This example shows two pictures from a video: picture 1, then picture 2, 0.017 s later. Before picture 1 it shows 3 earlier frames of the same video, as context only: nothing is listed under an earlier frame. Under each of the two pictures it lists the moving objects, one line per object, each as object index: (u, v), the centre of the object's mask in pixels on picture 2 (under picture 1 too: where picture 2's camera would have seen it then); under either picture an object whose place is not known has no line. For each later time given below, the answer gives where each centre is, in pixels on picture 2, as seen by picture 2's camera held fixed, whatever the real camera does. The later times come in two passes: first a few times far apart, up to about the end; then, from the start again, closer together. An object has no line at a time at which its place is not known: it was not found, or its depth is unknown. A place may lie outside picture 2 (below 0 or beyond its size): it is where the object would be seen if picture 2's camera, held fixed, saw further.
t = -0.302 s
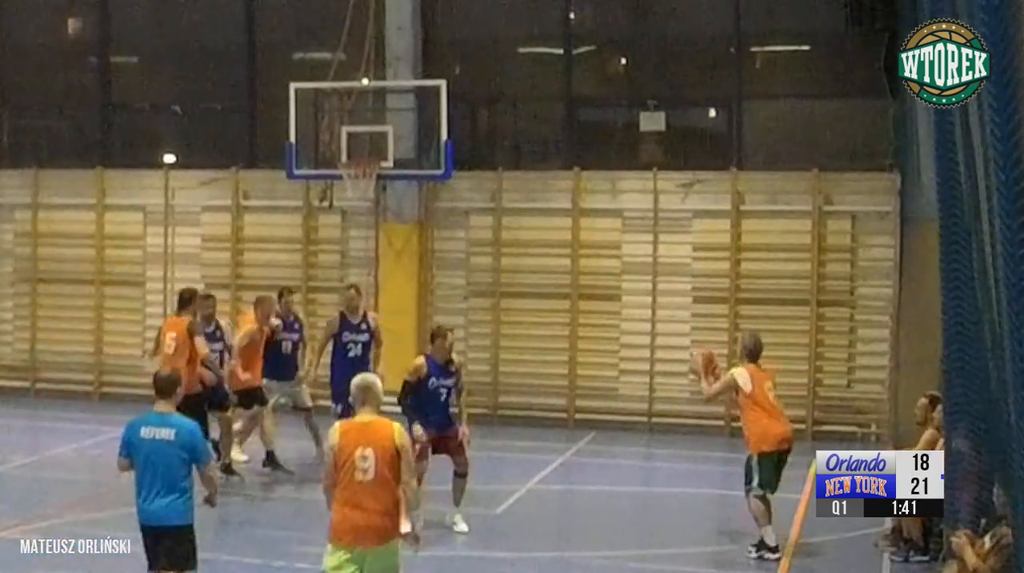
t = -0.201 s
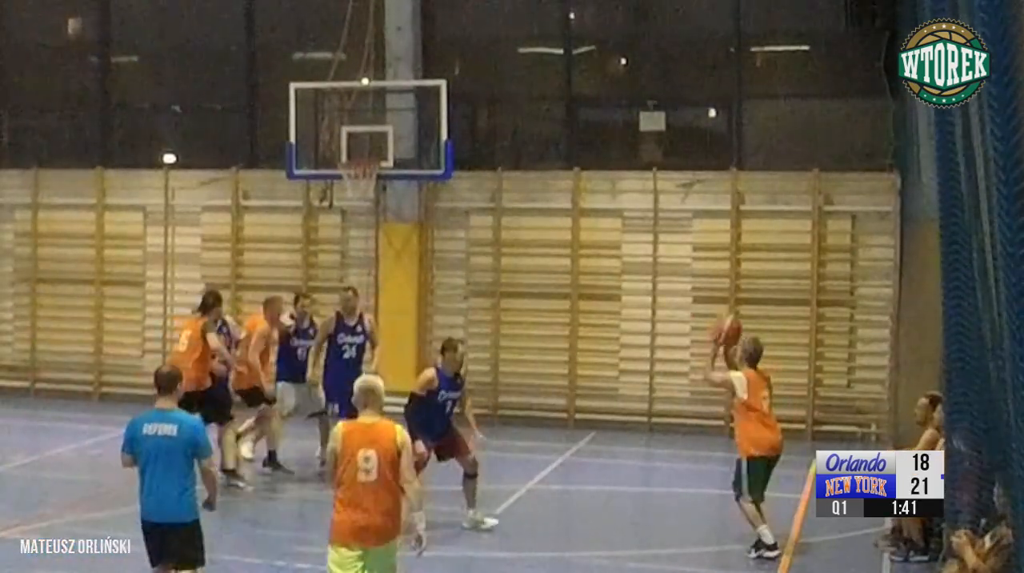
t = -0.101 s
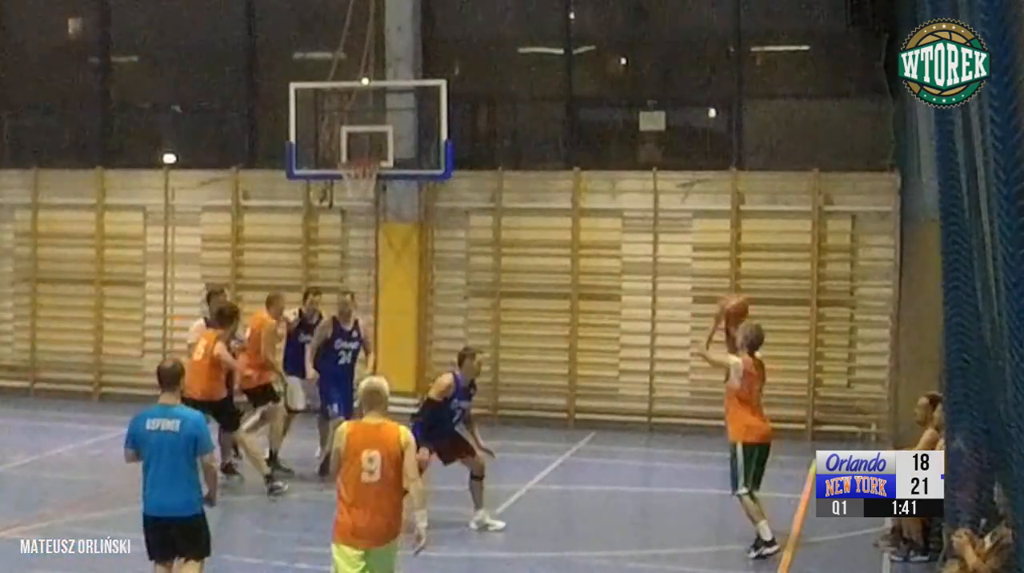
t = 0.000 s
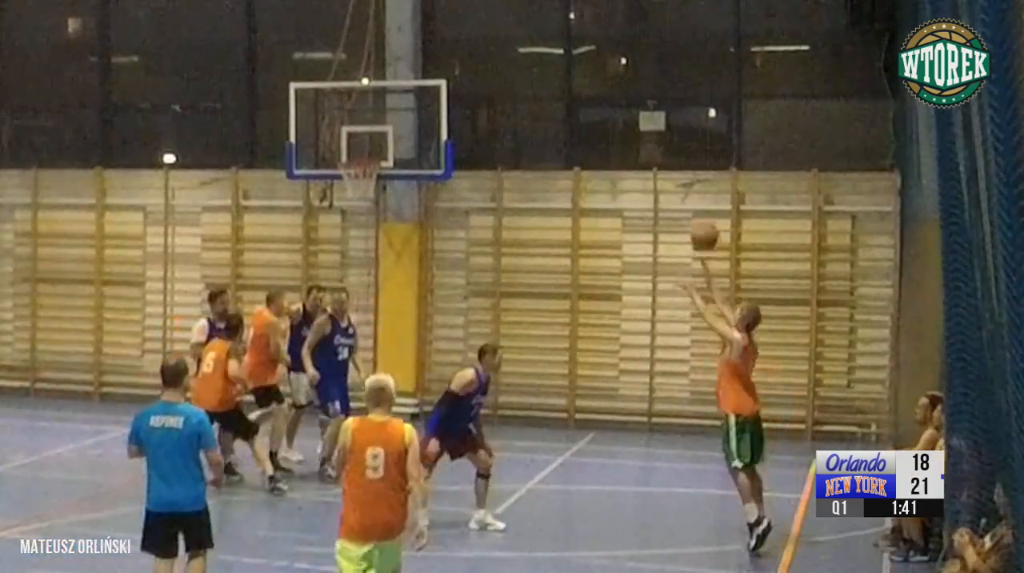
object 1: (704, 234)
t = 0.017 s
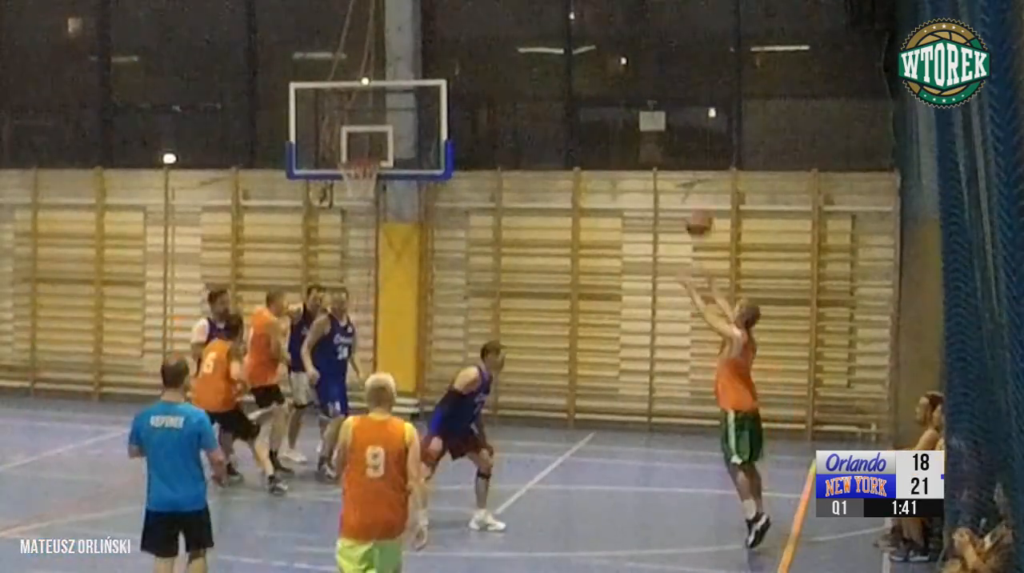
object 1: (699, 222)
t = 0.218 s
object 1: (623, 97)
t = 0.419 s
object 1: (556, 27)
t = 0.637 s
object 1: (493, 7)
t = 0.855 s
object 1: (436, 35)
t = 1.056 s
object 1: (389, 94)
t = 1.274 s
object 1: (348, 179)
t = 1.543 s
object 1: (336, 258)
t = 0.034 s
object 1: (692, 210)
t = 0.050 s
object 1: (685, 196)
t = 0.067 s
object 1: (680, 185)
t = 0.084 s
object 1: (674, 173)
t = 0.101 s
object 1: (666, 160)
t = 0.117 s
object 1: (662, 150)
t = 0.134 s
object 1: (656, 142)
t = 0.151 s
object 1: (649, 133)
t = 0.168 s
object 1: (641, 121)
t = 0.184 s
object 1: (636, 114)
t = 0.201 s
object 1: (629, 106)
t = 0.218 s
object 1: (623, 97)
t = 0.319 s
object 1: (589, 56)
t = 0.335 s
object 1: (581, 48)
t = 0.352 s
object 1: (577, 44)
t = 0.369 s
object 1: (572, 38)
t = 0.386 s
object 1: (565, 34)
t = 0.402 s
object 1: (561, 30)
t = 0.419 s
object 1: (556, 27)
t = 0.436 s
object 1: (550, 23)
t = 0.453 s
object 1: (545, 21)
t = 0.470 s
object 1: (541, 18)
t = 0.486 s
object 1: (536, 16)
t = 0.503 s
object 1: (531, 12)
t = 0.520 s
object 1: (526, 11)
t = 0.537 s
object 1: (522, 9)
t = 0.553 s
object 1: (516, 9)
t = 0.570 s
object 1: (514, 8)
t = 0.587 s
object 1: (509, 9)
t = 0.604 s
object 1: (503, 9)
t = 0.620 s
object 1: (500, 9)
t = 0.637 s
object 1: (493, 7)
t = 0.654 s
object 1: (488, 9)
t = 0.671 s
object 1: (485, 8)
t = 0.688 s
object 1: (481, 8)
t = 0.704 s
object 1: (476, 9)
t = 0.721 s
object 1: (471, 11)
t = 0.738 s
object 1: (467, 13)
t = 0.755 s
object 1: (461, 16)
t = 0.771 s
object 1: (457, 18)
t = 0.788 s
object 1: (452, 21)
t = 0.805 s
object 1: (448, 25)
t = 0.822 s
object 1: (444, 27)
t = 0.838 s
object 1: (440, 31)
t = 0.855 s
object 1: (436, 35)
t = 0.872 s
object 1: (433, 38)
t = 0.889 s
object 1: (428, 41)
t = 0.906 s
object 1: (424, 44)
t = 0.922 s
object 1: (421, 49)
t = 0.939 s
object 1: (418, 53)
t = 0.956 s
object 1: (414, 59)
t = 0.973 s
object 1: (410, 64)
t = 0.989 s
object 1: (406, 70)
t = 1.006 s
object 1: (401, 77)
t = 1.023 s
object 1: (399, 82)
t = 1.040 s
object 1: (394, 87)
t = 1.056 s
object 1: (389, 94)
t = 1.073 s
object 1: (386, 98)
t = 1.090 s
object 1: (381, 105)
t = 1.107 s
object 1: (378, 112)
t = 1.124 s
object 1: (375, 119)
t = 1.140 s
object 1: (371, 124)
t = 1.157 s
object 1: (367, 134)
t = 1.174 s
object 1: (364, 144)
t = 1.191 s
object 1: (361, 148)
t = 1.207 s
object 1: (357, 154)
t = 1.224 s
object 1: (353, 164)
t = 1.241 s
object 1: (348, 170)
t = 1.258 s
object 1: (349, 174)
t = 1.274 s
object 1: (348, 179)
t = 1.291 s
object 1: (345, 181)
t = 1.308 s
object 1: (344, 186)
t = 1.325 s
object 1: (344, 190)
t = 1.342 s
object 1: (346, 193)
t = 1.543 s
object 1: (336, 258)
